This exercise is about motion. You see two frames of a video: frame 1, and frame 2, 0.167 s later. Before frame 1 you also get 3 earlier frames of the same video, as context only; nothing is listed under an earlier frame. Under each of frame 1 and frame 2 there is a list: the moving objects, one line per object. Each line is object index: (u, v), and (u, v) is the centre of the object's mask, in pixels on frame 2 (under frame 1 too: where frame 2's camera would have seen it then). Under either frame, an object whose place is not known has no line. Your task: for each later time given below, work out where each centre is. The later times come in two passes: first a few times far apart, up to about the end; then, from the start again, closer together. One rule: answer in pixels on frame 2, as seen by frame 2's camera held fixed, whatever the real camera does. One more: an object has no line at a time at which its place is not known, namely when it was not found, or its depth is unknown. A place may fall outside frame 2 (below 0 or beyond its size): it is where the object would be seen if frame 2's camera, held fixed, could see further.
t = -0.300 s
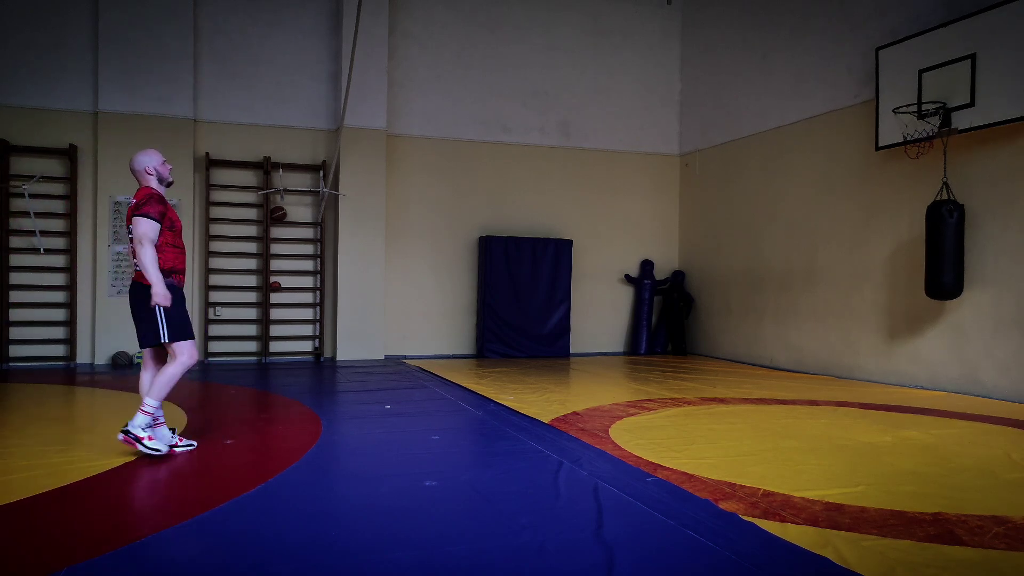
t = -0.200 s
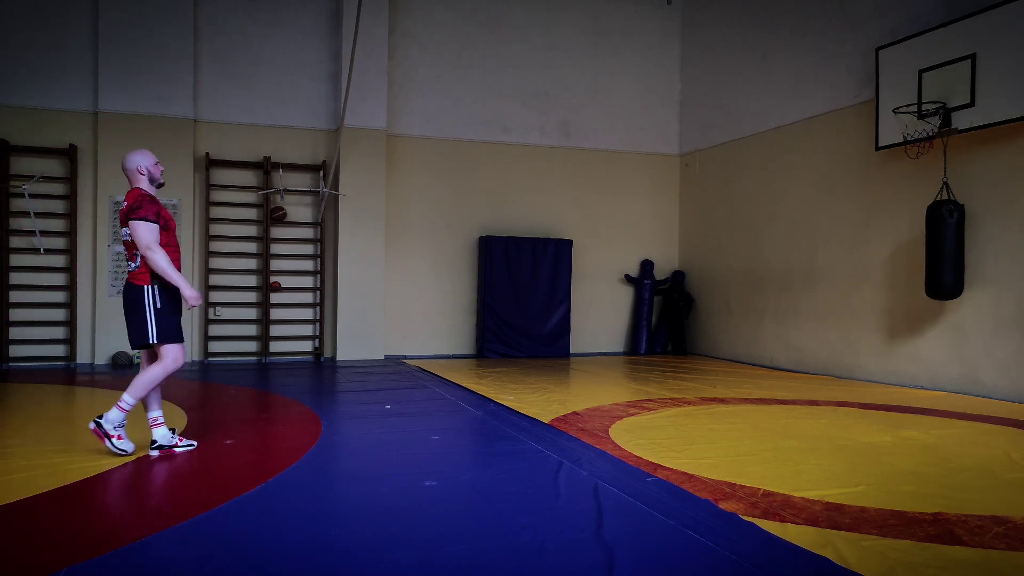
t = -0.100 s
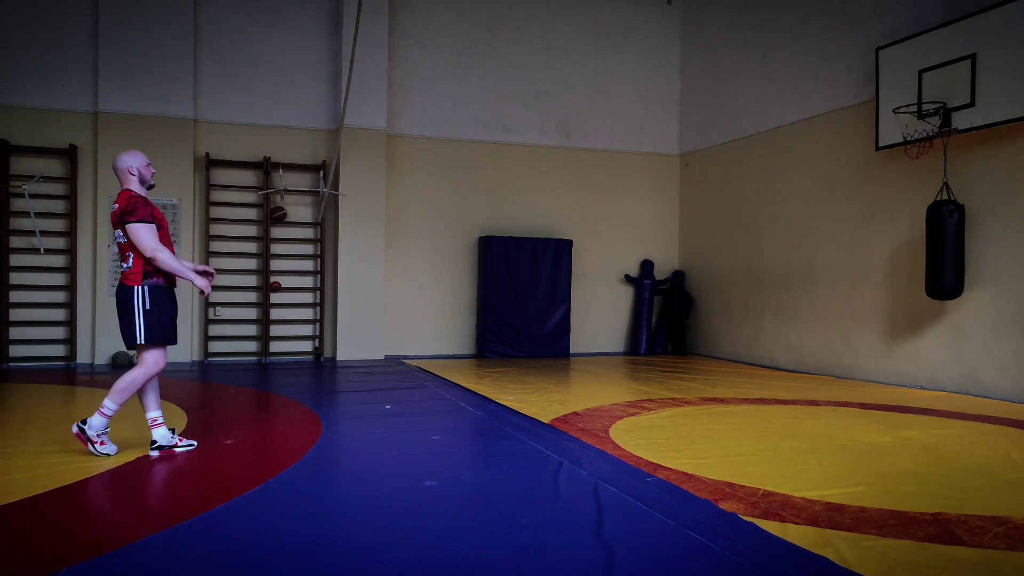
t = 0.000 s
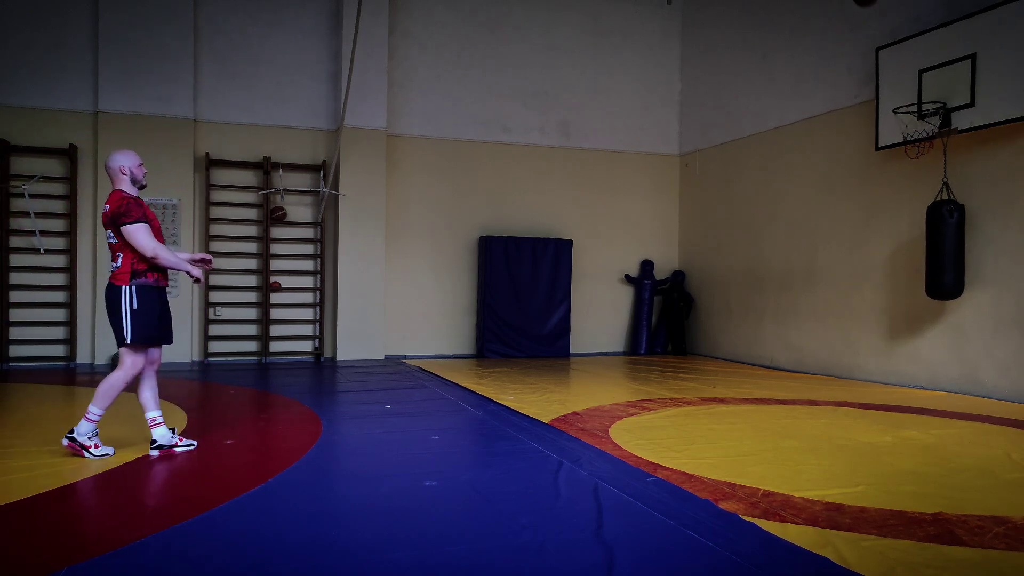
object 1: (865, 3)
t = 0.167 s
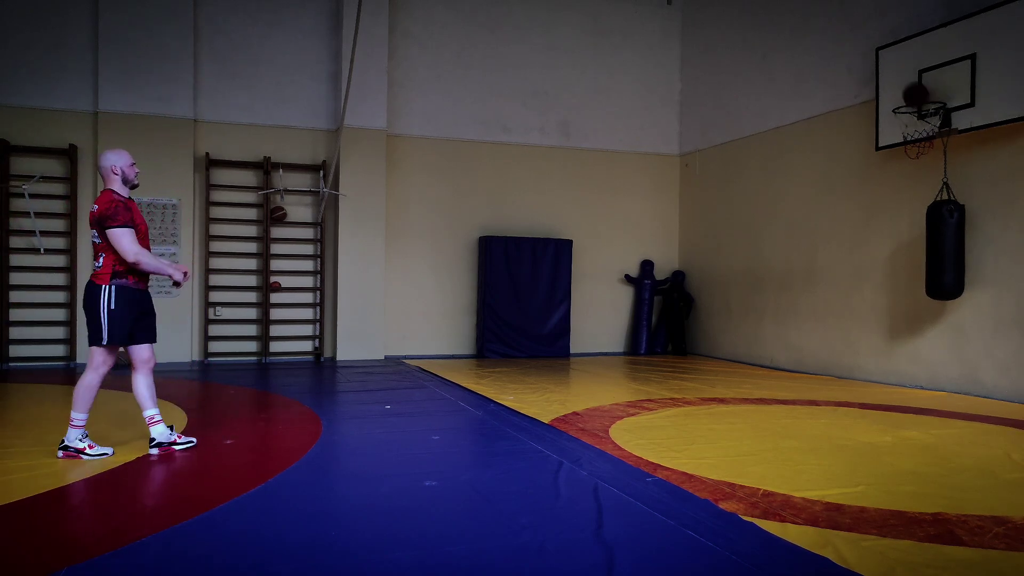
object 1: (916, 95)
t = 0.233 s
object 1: (907, 108)
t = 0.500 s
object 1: (841, 135)
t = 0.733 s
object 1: (793, 199)
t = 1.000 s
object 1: (746, 310)
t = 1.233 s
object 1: (716, 322)
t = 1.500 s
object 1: (689, 273)
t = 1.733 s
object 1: (666, 268)
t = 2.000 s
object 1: (643, 303)
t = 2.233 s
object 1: (621, 346)
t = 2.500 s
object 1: (632, 333)
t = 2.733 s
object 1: (652, 354)
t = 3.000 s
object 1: (662, 349)
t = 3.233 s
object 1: (672, 354)
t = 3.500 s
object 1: (683, 359)
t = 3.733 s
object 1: (695, 362)
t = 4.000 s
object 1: (707, 363)
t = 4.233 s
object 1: (718, 364)
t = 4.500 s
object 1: (731, 367)
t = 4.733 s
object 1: (742, 367)
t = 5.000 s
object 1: (755, 369)
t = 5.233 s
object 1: (766, 370)
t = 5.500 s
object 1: (779, 371)
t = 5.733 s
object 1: (792, 373)
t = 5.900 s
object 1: (802, 374)
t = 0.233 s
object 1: (907, 108)
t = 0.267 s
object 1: (898, 108)
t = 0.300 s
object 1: (889, 109)
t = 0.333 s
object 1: (881, 111)
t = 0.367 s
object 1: (872, 114)
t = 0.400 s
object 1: (865, 118)
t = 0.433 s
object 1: (856, 123)
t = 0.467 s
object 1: (849, 128)
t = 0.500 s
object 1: (841, 135)
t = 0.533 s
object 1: (834, 142)
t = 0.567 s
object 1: (827, 150)
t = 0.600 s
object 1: (820, 158)
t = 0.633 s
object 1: (813, 167)
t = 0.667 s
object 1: (806, 177)
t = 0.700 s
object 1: (800, 188)
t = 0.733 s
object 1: (793, 199)
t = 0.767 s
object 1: (787, 211)
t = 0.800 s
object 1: (780, 224)
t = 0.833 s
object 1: (775, 237)
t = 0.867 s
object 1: (769, 250)
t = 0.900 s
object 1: (763, 265)
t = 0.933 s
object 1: (757, 279)
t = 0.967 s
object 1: (752, 294)
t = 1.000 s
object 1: (746, 310)
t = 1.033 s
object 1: (741, 327)
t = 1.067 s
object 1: (736, 344)
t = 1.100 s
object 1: (731, 360)
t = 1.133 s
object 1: (727, 354)
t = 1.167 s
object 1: (724, 343)
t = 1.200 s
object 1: (720, 332)
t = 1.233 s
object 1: (716, 322)
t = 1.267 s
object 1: (713, 313)
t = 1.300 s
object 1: (709, 305)
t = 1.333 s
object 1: (706, 298)
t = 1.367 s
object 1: (702, 291)
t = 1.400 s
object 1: (699, 285)
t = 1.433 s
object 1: (696, 280)
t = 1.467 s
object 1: (692, 276)
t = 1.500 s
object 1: (689, 273)
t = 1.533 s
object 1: (686, 269)
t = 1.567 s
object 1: (682, 268)
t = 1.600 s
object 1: (679, 266)
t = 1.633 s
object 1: (676, 266)
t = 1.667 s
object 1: (673, 267)
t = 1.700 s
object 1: (669, 267)
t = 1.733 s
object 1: (666, 268)
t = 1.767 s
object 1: (663, 270)
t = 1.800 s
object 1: (660, 273)
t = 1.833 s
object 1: (658, 276)
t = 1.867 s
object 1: (654, 280)
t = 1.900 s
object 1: (651, 286)
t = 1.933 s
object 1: (648, 290)
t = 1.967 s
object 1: (646, 297)
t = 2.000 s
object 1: (643, 303)
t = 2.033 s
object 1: (639, 311)
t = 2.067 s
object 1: (635, 318)
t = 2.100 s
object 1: (632, 327)
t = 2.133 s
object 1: (629, 336)
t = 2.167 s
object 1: (628, 346)
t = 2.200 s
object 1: (624, 349)
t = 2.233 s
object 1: (621, 346)
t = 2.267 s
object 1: (616, 342)
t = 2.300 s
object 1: (616, 339)
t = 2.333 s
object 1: (619, 336)
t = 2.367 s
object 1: (622, 334)
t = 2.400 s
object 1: (624, 333)
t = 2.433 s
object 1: (626, 332)
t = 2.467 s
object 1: (629, 332)
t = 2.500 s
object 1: (632, 333)
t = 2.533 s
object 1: (634, 334)
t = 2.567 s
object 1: (638, 337)
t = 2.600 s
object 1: (641, 339)
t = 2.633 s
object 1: (645, 343)
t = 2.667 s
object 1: (647, 347)
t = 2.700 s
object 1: (650, 352)
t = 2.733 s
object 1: (652, 354)
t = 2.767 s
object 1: (653, 351)
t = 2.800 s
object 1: (655, 349)
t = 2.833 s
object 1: (656, 348)
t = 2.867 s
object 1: (657, 347)
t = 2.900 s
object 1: (658, 347)
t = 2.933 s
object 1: (659, 347)
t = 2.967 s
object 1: (661, 348)
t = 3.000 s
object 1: (662, 349)
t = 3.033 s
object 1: (663, 351)
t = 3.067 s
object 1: (665, 355)
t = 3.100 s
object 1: (666, 357)
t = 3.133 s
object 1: (668, 355)
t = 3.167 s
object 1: (669, 354)
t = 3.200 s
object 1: (670, 353)
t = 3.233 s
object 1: (672, 354)
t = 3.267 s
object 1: (673, 355)
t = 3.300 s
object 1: (674, 356)
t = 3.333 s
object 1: (676, 359)
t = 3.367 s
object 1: (678, 358)
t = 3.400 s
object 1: (679, 358)
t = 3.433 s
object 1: (681, 358)
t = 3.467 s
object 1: (682, 359)
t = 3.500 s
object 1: (683, 359)
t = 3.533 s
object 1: (685, 360)
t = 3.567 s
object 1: (686, 360)
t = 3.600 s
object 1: (688, 360)
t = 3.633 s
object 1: (689, 361)
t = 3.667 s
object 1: (691, 361)
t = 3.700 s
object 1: (693, 361)
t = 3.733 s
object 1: (695, 362)
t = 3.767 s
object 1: (695, 362)
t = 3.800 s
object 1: (697, 362)
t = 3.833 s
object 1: (699, 362)
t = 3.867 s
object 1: (701, 362)
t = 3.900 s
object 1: (702, 363)
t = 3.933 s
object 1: (704, 363)
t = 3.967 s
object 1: (706, 363)
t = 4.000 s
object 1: (707, 363)
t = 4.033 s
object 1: (709, 363)
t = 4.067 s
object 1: (710, 363)
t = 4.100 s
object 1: (712, 363)
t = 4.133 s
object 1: (714, 364)
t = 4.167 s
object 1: (715, 364)
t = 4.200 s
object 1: (716, 364)
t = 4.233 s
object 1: (718, 364)
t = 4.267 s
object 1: (720, 364)
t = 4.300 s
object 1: (721, 365)
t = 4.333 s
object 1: (723, 365)
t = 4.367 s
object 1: (724, 365)
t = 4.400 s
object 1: (726, 366)
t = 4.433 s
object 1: (727, 366)
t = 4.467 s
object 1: (729, 366)
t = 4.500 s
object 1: (731, 367)
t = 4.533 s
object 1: (732, 367)
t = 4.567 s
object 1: (734, 367)
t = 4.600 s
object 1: (736, 367)
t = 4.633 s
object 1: (737, 367)
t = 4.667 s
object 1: (739, 367)
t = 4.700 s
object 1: (740, 367)
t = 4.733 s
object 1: (742, 367)
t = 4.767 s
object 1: (743, 368)
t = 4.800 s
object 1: (745, 368)
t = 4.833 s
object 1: (747, 368)
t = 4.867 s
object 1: (748, 368)
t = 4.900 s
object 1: (750, 368)
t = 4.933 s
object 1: (752, 369)
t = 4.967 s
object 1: (753, 369)
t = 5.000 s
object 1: (755, 369)
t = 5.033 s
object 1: (756, 369)
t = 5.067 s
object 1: (758, 369)
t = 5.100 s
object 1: (759, 369)
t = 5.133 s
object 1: (761, 369)
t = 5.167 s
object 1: (763, 370)
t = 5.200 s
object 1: (764, 370)
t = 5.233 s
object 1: (766, 370)
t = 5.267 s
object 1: (767, 370)
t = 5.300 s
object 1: (769, 370)
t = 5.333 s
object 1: (771, 370)
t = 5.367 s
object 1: (772, 371)
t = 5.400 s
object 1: (774, 371)
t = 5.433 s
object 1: (776, 371)
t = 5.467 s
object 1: (777, 371)
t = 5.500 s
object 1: (779, 371)
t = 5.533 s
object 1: (781, 371)
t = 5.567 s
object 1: (783, 372)
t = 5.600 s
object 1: (784, 372)
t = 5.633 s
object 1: (786, 372)
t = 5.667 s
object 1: (788, 373)
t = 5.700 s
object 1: (790, 373)
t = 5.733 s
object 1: (792, 373)
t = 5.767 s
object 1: (794, 373)
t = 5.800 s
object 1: (796, 373)
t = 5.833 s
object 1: (798, 374)
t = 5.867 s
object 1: (800, 374)
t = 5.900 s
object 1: (802, 374)
